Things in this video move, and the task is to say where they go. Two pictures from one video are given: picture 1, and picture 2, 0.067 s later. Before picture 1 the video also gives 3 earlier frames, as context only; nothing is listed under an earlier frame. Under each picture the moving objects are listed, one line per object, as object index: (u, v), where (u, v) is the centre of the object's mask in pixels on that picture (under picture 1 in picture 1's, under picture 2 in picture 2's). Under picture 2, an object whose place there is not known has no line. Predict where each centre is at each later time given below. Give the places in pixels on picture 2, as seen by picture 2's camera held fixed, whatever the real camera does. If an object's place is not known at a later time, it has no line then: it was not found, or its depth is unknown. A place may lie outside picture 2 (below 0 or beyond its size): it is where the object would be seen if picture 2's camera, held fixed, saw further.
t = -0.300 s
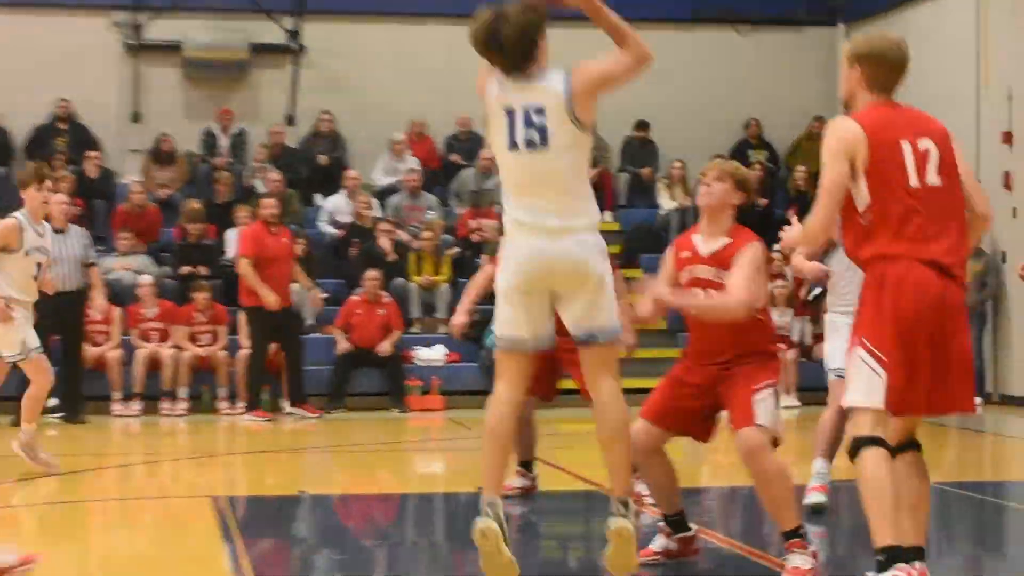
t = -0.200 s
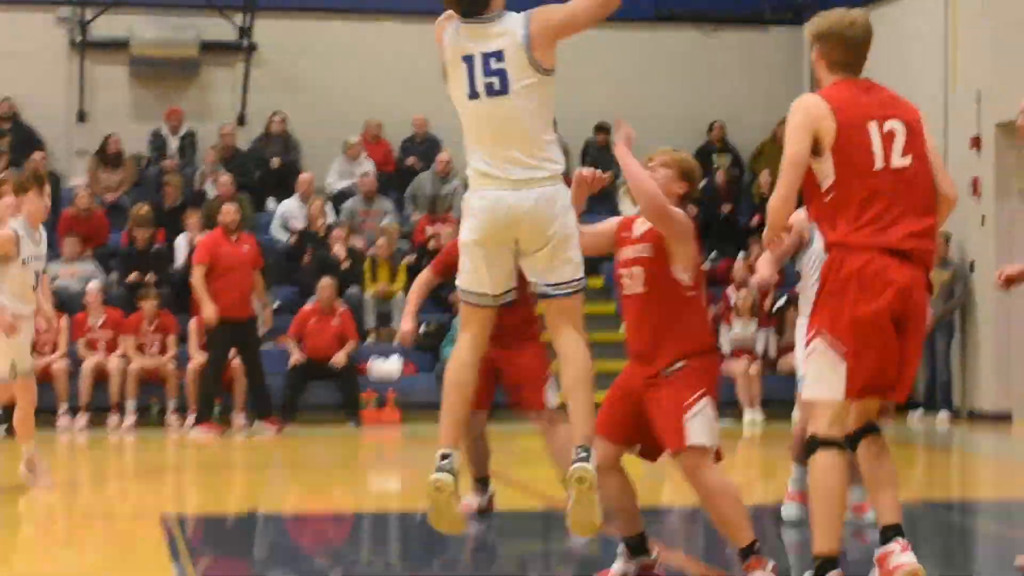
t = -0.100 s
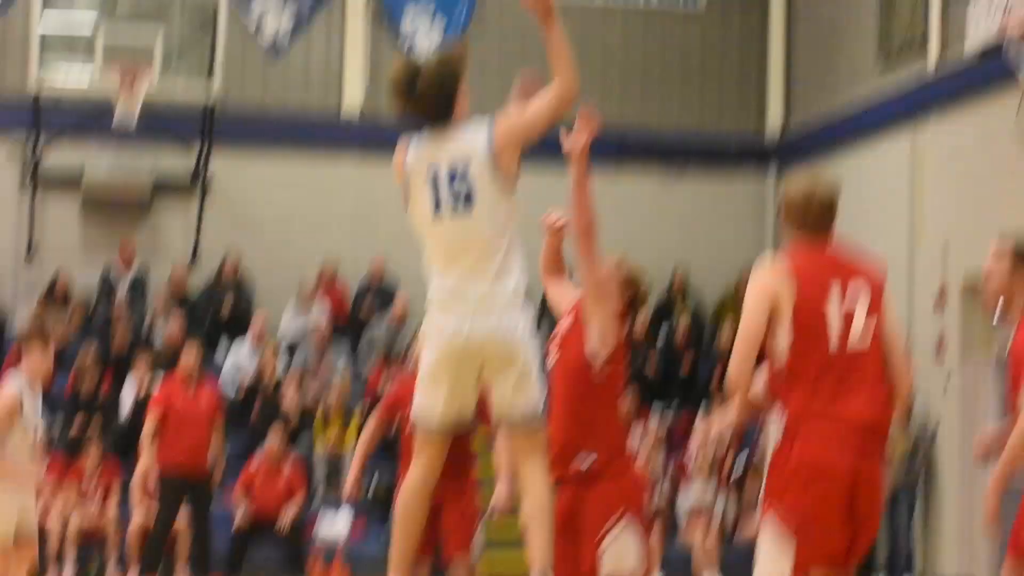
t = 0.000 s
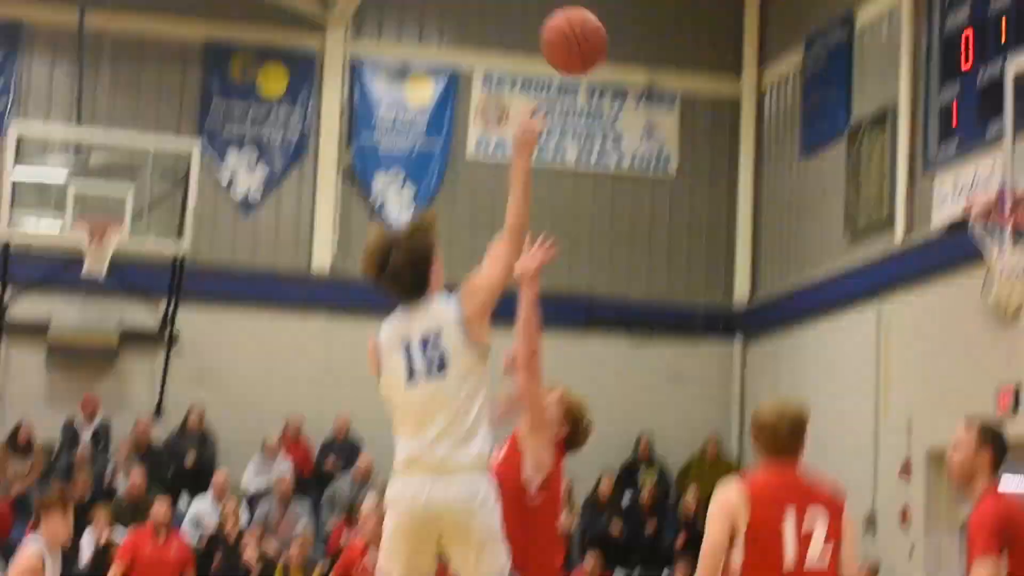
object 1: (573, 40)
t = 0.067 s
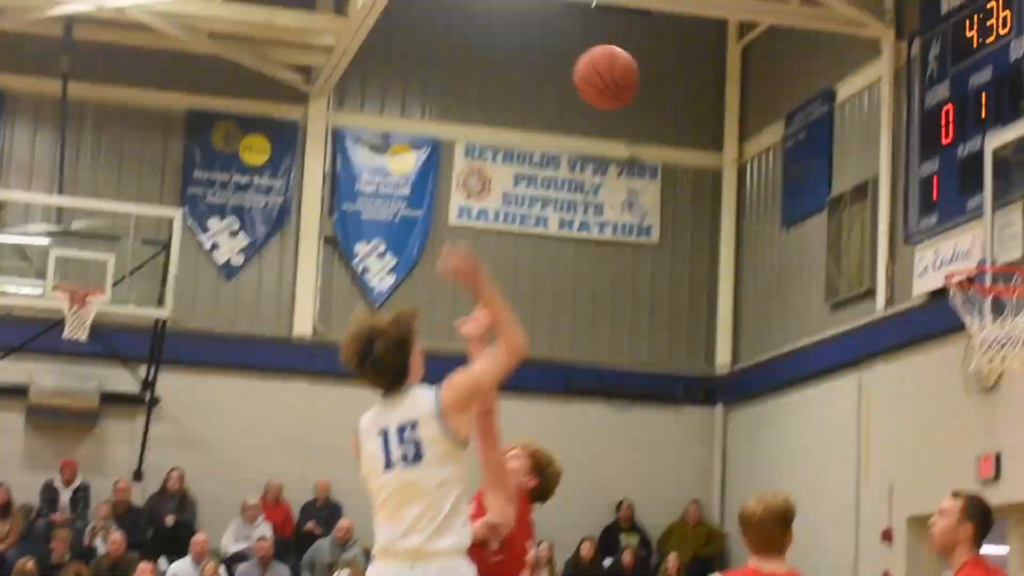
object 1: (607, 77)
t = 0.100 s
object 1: (629, 64)
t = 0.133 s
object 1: (652, 53)
